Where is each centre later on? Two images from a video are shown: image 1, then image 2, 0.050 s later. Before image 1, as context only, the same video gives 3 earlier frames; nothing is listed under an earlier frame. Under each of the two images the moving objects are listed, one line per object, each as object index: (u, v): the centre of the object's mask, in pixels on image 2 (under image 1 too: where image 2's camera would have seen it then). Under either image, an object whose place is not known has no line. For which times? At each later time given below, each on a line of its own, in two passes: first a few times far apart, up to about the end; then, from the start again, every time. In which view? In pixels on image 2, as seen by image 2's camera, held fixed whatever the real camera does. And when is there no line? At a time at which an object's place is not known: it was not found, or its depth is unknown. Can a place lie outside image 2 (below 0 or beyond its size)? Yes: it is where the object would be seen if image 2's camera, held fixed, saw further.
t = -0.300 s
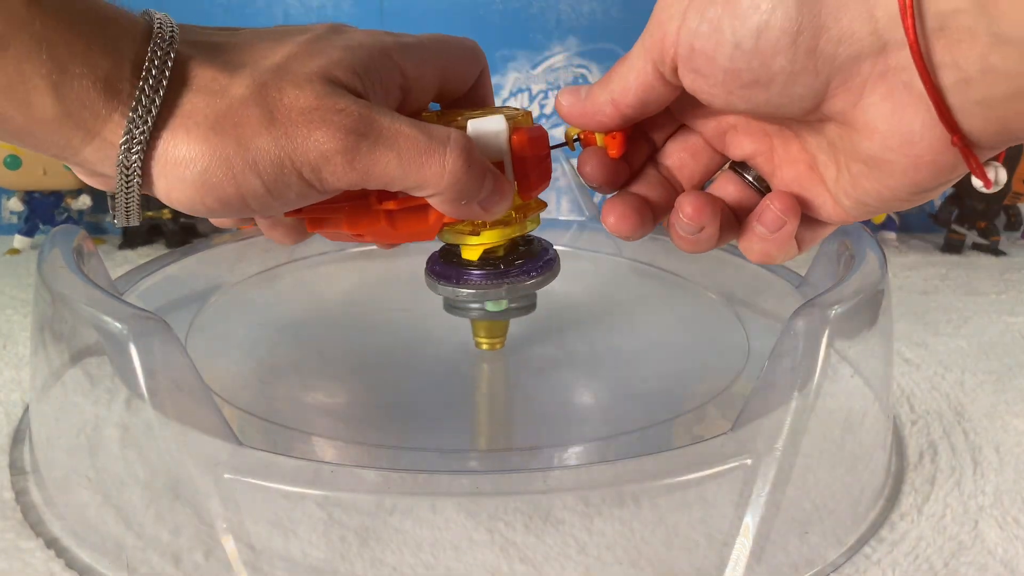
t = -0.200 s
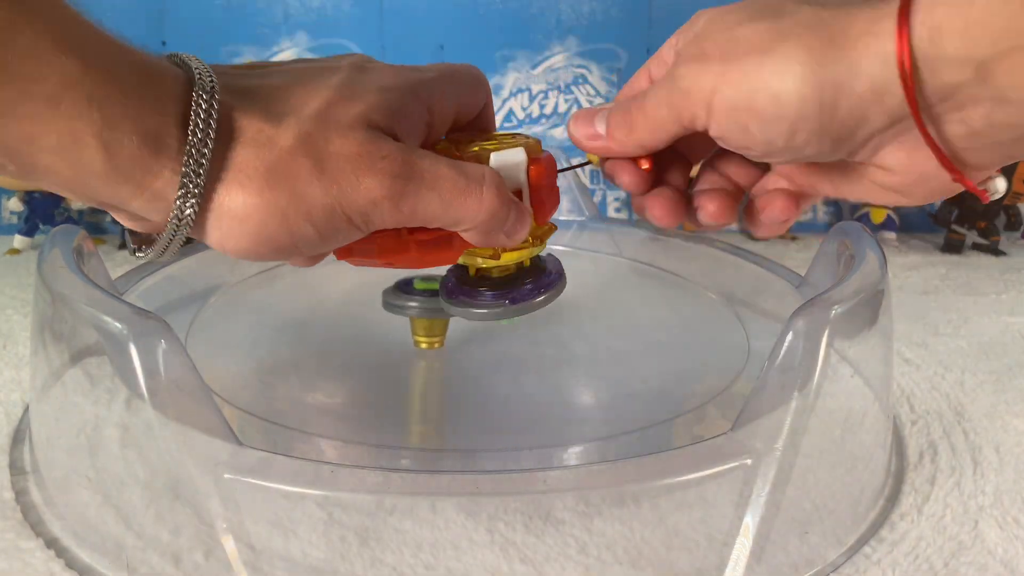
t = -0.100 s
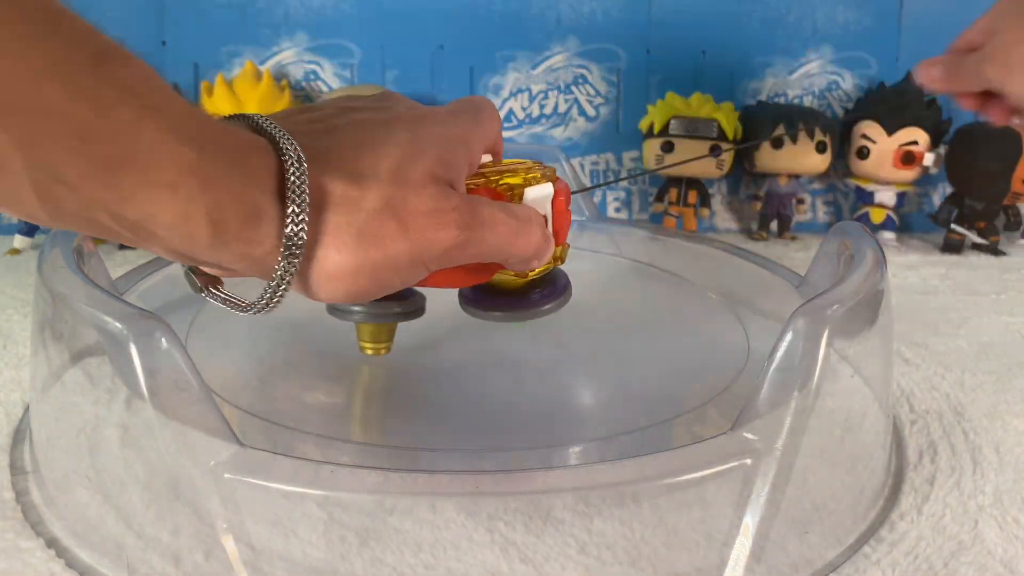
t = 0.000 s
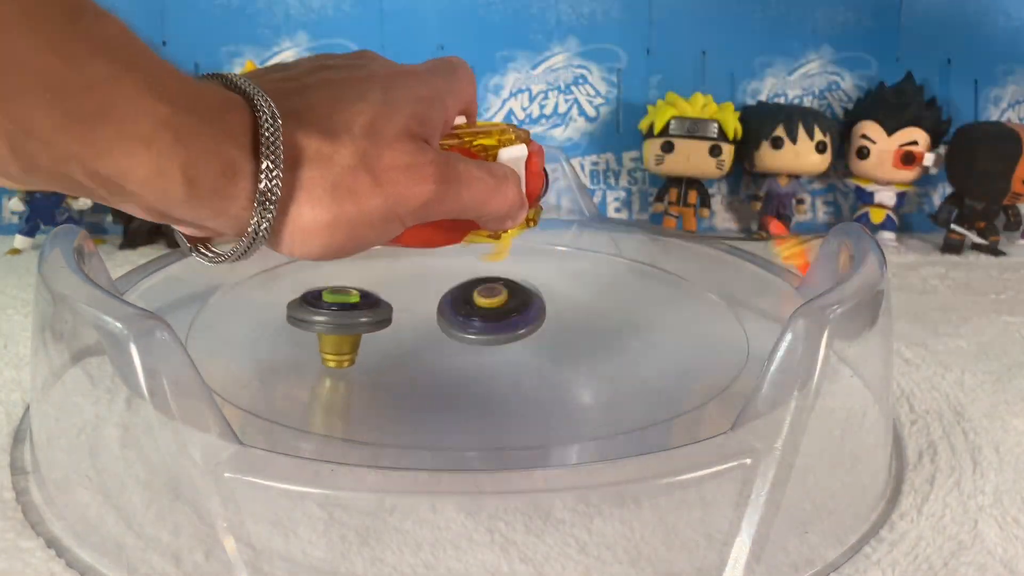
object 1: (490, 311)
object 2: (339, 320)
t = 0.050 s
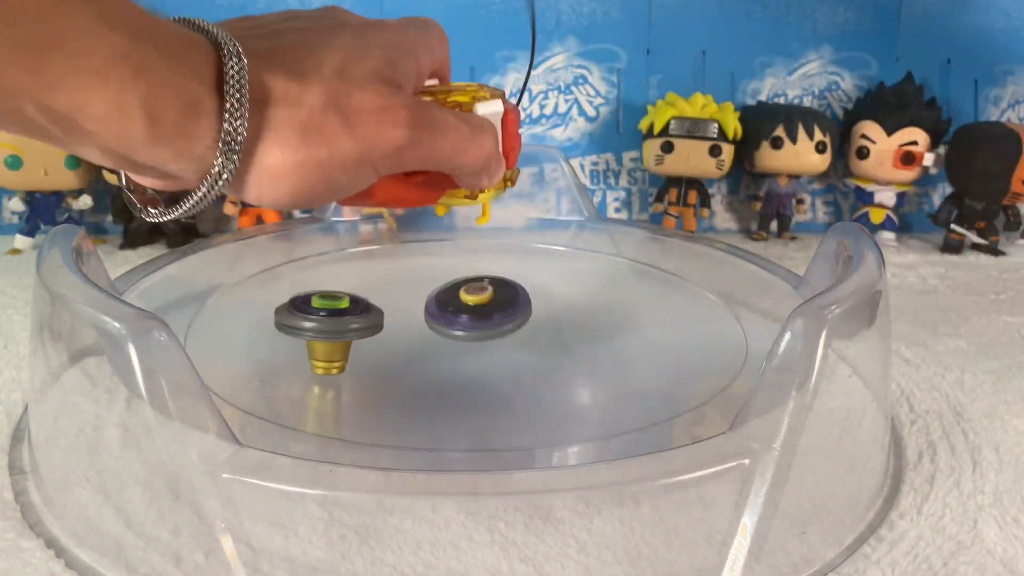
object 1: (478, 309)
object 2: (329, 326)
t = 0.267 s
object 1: (459, 312)
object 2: (377, 355)
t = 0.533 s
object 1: (498, 308)
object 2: (500, 345)
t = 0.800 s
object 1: (524, 259)
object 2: (485, 353)
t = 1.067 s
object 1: (458, 285)
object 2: (499, 339)
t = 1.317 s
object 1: (401, 307)
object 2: (513, 331)
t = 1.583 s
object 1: (343, 359)
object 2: (527, 304)
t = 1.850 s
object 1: (597, 373)
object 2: (407, 292)
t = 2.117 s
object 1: (712, 292)
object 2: (356, 335)
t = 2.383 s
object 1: (580, 283)
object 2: (531, 350)
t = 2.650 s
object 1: (455, 308)
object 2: (558, 284)
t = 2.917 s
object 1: (434, 347)
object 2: (393, 261)
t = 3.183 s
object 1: (501, 361)
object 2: (311, 321)
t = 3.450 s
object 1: (576, 335)
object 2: (511, 360)
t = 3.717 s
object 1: (503, 318)
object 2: (603, 312)
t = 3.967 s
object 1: (429, 327)
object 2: (495, 270)
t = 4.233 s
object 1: (409, 348)
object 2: (339, 296)
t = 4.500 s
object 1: (482, 355)
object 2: (370, 358)
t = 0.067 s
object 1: (474, 296)
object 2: (327, 329)
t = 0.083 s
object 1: (471, 290)
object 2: (327, 331)
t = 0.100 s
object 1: (466, 289)
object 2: (327, 333)
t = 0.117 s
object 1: (463, 294)
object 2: (329, 336)
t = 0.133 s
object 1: (460, 304)
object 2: (331, 338)
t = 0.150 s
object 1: (456, 320)
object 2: (333, 341)
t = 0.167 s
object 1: (455, 316)
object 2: (337, 344)
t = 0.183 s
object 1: (455, 303)
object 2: (342, 345)
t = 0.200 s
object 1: (456, 294)
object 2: (347, 348)
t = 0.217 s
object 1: (455, 290)
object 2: (354, 350)
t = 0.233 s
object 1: (456, 292)
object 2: (360, 352)
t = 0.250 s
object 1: (456, 300)
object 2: (368, 354)
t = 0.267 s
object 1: (459, 312)
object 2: (377, 355)
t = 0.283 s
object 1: (460, 311)
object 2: (386, 357)
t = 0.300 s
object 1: (461, 302)
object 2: (396, 357)
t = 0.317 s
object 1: (463, 298)
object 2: (406, 358)
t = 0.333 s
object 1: (466, 299)
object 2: (415, 358)
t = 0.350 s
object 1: (470, 304)
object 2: (425, 359)
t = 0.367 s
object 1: (477, 312)
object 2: (435, 359)
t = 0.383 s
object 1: (478, 310)
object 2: (444, 358)
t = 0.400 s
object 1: (479, 305)
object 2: (453, 357)
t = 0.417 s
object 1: (481, 305)
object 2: (461, 356)
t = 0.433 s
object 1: (485, 308)
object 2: (469, 355)
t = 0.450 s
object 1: (488, 313)
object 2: (477, 352)
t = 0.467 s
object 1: (491, 308)
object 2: (483, 348)
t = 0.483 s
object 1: (490, 306)
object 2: (489, 344)
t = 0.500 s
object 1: (493, 307)
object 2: (492, 343)
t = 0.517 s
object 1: (496, 307)
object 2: (496, 347)
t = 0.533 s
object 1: (498, 308)
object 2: (500, 345)
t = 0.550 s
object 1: (500, 306)
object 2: (504, 346)
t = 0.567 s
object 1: (504, 305)
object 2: (506, 334)
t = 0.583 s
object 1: (504, 304)
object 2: (508, 332)
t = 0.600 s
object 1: (508, 303)
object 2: (510, 331)
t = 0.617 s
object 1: (511, 300)
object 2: (512, 328)
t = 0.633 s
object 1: (513, 299)
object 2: (514, 326)
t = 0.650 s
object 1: (515, 298)
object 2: (515, 325)
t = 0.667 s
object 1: (516, 297)
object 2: (515, 323)
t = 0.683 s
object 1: (519, 293)
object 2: (515, 320)
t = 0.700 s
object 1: (522, 285)
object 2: (514, 315)
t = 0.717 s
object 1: (522, 281)
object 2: (505, 338)
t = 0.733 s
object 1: (523, 281)
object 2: (501, 345)
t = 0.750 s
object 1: (523, 273)
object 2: (497, 344)
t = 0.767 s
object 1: (524, 267)
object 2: (492, 349)
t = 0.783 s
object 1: (524, 264)
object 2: (489, 350)
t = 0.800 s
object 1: (524, 259)
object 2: (485, 353)
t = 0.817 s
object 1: (522, 256)
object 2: (482, 353)
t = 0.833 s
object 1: (520, 253)
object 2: (479, 354)
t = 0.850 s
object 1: (518, 252)
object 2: (477, 355)
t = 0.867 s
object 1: (514, 252)
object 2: (476, 355)
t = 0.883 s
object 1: (511, 252)
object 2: (476, 355)
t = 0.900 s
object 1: (506, 253)
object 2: (477, 354)
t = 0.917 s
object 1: (501, 255)
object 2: (478, 353)
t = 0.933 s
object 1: (496, 257)
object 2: (480, 353)
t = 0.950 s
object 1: (491, 259)
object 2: (483, 352)
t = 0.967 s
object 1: (486, 263)
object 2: (485, 350)
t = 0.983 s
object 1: (481, 266)
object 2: (488, 349)
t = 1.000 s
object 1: (476, 269)
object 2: (490, 347)
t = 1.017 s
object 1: (471, 273)
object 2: (493, 345)
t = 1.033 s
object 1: (467, 277)
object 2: (496, 343)
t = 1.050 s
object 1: (463, 281)
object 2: (497, 341)
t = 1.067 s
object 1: (458, 285)
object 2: (499, 339)
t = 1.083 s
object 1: (455, 287)
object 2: (499, 337)
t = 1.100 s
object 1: (451, 291)
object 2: (500, 335)
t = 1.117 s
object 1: (446, 295)
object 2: (500, 333)
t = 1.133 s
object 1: (442, 298)
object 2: (498, 330)
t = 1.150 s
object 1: (436, 303)
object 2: (496, 328)
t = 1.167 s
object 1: (434, 301)
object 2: (501, 330)
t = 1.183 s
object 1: (430, 301)
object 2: (506, 331)
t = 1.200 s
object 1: (425, 300)
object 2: (509, 332)
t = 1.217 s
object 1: (421, 301)
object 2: (512, 333)
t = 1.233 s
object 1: (415, 300)
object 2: (513, 333)
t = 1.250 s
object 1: (411, 300)
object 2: (514, 333)
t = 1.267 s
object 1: (408, 302)
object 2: (515, 333)
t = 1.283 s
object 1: (405, 303)
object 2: (515, 332)
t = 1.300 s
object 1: (403, 306)
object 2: (514, 332)
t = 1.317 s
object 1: (401, 307)
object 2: (513, 331)
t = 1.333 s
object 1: (399, 311)
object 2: (512, 329)
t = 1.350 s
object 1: (398, 314)
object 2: (509, 328)
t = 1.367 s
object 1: (397, 318)
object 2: (506, 326)
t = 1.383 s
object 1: (397, 322)
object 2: (503, 325)
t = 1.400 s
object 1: (398, 325)
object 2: (500, 323)
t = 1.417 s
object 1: (387, 327)
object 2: (508, 321)
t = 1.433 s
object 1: (378, 331)
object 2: (516, 320)
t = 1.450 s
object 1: (368, 333)
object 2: (522, 319)
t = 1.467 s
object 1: (360, 336)
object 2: (528, 316)
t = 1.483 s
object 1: (354, 338)
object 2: (532, 315)
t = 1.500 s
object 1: (348, 342)
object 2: (534, 313)
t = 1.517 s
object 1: (343, 345)
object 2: (535, 312)
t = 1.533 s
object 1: (341, 348)
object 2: (535, 310)
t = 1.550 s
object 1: (340, 351)
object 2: (534, 308)
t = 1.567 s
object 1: (340, 356)
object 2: (531, 306)
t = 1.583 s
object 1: (343, 359)
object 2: (527, 304)
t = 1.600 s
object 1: (347, 363)
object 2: (523, 302)
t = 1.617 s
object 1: (353, 367)
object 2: (518, 301)
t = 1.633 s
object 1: (361, 369)
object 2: (512, 299)
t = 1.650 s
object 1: (371, 373)
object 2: (505, 297)
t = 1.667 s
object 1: (382, 376)
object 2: (498, 296)
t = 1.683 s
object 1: (396, 379)
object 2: (491, 294)
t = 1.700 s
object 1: (412, 381)
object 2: (484, 293)
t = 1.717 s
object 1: (429, 383)
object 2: (475, 292)
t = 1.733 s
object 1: (448, 383)
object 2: (467, 292)
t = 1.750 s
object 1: (468, 384)
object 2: (459, 291)
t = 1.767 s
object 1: (489, 384)
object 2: (450, 290)
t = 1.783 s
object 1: (509, 384)
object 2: (441, 290)
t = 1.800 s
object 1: (531, 383)
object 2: (432, 291)
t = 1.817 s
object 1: (553, 380)
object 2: (424, 291)
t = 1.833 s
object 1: (575, 377)
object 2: (416, 291)
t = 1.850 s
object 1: (597, 373)
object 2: (407, 292)
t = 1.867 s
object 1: (620, 367)
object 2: (399, 293)
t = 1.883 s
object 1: (641, 361)
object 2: (392, 295)
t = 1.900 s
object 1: (660, 354)
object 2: (385, 296)
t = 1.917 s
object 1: (677, 347)
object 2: (378, 298)
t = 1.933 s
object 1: (692, 340)
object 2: (371, 300)
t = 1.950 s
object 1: (704, 333)
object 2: (366, 303)
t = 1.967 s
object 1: (712, 327)
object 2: (361, 305)
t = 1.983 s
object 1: (718, 321)
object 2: (356, 308)
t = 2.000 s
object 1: (723, 316)
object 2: (353, 311)
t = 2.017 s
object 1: (725, 311)
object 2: (351, 314)
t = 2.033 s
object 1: (725, 308)
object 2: (349, 317)
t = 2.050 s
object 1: (725, 303)
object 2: (348, 321)
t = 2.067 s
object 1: (723, 300)
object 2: (348, 325)
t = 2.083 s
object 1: (721, 297)
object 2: (350, 328)
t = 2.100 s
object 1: (717, 295)
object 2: (352, 331)
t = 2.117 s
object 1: (712, 292)
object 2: (356, 335)
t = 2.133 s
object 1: (708, 290)
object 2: (361, 339)
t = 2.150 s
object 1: (702, 288)
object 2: (367, 342)
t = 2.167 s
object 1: (696, 287)
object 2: (375, 344)
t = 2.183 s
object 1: (689, 285)
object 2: (383, 347)
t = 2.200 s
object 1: (682, 284)
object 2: (394, 351)
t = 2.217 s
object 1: (675, 283)
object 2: (405, 353)
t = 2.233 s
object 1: (666, 282)
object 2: (417, 354)
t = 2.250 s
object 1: (658, 282)
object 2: (429, 356)
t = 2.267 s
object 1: (649, 281)
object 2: (442, 357)
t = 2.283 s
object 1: (640, 281)
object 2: (456, 357)
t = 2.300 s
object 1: (630, 281)
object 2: (469, 357)
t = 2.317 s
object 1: (620, 281)
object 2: (482, 357)
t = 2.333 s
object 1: (610, 282)
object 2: (496, 356)
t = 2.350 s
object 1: (600, 282)
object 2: (508, 354)
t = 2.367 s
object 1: (589, 282)
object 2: (520, 352)
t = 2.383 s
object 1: (580, 283)
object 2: (531, 350)
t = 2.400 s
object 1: (570, 284)
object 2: (542, 347)
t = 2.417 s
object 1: (560, 284)
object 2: (552, 344)
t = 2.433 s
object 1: (551, 284)
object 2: (560, 340)
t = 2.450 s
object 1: (541, 285)
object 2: (568, 337)
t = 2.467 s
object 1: (530, 285)
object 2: (574, 332)
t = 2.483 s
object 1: (521, 288)
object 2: (579, 328)
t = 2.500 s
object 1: (511, 289)
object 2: (581, 323)
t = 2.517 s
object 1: (504, 292)
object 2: (584, 319)
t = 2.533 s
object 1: (497, 293)
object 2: (585, 314)
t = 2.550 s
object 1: (491, 295)
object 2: (584, 309)
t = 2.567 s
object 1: (484, 297)
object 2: (582, 305)
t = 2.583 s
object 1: (478, 299)
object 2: (579, 300)
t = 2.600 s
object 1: (472, 301)
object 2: (576, 296)
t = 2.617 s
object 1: (466, 303)
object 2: (570, 292)
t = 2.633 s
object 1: (461, 305)
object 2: (565, 288)
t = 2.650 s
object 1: (455, 308)
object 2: (558, 284)
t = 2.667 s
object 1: (451, 310)
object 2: (551, 280)
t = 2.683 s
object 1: (447, 312)
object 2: (542, 277)
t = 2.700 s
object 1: (443, 315)
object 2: (534, 274)
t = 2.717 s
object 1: (439, 318)
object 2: (525, 271)
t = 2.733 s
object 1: (437, 320)
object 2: (515, 269)
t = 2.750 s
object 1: (435, 323)
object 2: (505, 266)
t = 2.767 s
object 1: (432, 325)
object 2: (495, 264)
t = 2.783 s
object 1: (430, 328)
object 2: (484, 263)
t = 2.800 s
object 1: (429, 330)
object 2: (472, 262)
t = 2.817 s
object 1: (429, 333)
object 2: (462, 260)
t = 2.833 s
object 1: (429, 335)
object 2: (450, 260)
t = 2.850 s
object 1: (429, 337)
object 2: (439, 259)
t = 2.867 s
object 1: (429, 340)
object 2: (427, 259)
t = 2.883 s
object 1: (430, 342)
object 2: (416, 259)
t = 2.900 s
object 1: (432, 344)
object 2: (405, 260)
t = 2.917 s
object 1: (434, 347)
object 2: (393, 261)
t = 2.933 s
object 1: (436, 348)
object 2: (383, 262)
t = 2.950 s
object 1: (438, 350)
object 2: (372, 264)
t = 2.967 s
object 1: (442, 352)
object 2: (362, 266)
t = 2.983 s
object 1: (445, 354)
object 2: (352, 269)
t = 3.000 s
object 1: (449, 355)
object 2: (344, 272)
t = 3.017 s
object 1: (452, 357)
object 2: (335, 275)
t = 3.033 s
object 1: (456, 358)
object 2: (328, 278)
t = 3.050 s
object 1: (462, 359)
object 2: (322, 282)
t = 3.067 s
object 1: (466, 360)
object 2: (316, 286)
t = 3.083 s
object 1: (471, 361)
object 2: (312, 291)
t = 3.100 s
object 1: (475, 361)
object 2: (308, 296)
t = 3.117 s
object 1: (480, 362)
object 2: (306, 300)
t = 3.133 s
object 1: (486, 362)
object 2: (305, 305)
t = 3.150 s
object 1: (491, 362)
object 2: (305, 311)
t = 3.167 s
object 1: (496, 362)
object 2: (308, 316)
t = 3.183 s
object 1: (501, 361)
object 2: (311, 321)
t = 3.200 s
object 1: (505, 361)
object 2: (316, 326)
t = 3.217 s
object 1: (511, 361)
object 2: (322, 331)
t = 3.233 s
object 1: (515, 360)
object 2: (331, 336)
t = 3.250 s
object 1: (519, 359)
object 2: (341, 340)
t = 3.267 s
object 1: (522, 359)
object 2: (351, 345)
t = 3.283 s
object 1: (526, 358)
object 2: (365, 349)
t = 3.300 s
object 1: (530, 357)
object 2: (379, 352)
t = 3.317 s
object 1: (533, 356)
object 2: (394, 355)
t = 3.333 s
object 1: (536, 355)
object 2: (409, 358)
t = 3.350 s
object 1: (538, 353)
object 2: (426, 359)
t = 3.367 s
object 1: (544, 352)
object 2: (442, 360)
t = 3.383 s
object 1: (551, 350)
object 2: (459, 361)
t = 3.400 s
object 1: (559, 347)
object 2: (476, 360)
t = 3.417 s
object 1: (567, 344)
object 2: (488, 359)
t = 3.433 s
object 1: (572, 339)
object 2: (499, 360)
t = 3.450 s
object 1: (576, 335)
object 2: (511, 360)
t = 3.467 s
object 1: (577, 330)
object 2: (521, 359)
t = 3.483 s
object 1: (577, 326)
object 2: (531, 358)
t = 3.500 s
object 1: (574, 320)
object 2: (541, 355)
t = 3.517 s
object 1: (574, 315)
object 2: (550, 352)
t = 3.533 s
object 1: (552, 314)
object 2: (559, 349)
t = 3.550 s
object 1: (531, 317)
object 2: (567, 346)
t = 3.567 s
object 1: (519, 323)
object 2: (575, 344)
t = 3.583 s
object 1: (521, 321)
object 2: (583, 341)
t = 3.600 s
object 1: (520, 321)
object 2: (589, 338)
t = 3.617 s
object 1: (520, 320)
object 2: (595, 335)
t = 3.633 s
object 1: (519, 321)
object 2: (599, 331)
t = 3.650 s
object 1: (516, 321)
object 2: (601, 327)
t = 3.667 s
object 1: (514, 320)
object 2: (604, 324)
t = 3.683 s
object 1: (510, 319)
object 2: (604, 320)
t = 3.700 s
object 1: (507, 318)
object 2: (604, 316)
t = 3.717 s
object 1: (503, 318)
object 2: (603, 312)
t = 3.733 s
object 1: (497, 318)
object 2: (601, 308)
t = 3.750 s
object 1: (492, 318)
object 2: (598, 304)
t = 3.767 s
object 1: (486, 318)
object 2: (594, 301)
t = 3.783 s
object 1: (480, 318)
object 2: (589, 297)
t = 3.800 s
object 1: (475, 319)
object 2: (584, 293)
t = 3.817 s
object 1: (470, 319)
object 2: (577, 290)
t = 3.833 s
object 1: (464, 320)
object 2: (570, 287)
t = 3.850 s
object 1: (460, 321)
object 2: (563, 284)
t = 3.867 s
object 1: (455, 321)
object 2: (554, 281)
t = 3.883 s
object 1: (450, 322)
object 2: (546, 278)
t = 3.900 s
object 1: (445, 323)
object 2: (536, 276)
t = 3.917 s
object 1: (441, 324)
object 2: (526, 274)
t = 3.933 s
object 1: (437, 325)
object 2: (516, 273)
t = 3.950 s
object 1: (433, 326)
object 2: (506, 271)
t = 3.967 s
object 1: (429, 327)
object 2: (495, 270)
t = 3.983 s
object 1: (426, 328)
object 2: (484, 270)
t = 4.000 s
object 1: (422, 330)
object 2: (473, 269)
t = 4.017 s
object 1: (419, 331)
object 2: (462, 269)
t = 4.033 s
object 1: (417, 333)
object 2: (451, 269)
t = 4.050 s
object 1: (415, 334)
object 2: (440, 269)
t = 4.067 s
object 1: (413, 335)
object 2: (429, 269)
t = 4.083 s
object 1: (411, 337)
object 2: (418, 271)
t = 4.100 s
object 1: (409, 338)
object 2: (407, 272)
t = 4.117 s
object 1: (408, 339)
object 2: (397, 274)
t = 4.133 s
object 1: (407, 341)
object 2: (387, 276)
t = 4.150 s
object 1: (406, 342)
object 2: (378, 278)
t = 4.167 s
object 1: (407, 344)
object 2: (369, 281)
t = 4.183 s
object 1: (407, 345)
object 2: (360, 285)
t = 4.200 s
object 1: (407, 346)
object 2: (352, 288)
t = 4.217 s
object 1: (408, 347)
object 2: (345, 292)
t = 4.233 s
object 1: (409, 348)
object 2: (339, 296)
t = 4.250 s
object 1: (410, 349)
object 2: (334, 300)
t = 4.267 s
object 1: (411, 351)
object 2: (330, 304)
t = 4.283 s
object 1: (413, 352)
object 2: (326, 308)
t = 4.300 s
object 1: (415, 353)
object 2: (325, 313)
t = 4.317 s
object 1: (418, 354)
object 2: (325, 317)
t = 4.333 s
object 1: (421, 354)
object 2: (325, 322)
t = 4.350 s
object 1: (424, 355)
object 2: (328, 327)
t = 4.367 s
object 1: (427, 356)
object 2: (331, 331)
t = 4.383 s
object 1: (431, 356)
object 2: (335, 336)
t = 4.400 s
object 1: (437, 357)
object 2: (340, 340)
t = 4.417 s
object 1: (445, 355)
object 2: (341, 343)
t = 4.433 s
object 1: (453, 357)
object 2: (343, 346)
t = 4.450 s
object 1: (460, 355)
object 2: (348, 350)
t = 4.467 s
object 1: (468, 356)
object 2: (354, 353)
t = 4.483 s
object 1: (475, 356)
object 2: (360, 356)
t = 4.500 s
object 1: (482, 355)
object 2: (370, 358)
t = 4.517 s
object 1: (488, 354)
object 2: (380, 360)
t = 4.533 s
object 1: (494, 353)
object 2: (391, 363)
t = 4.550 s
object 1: (500, 351)
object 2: (405, 364)
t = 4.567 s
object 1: (507, 350)
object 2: (419, 365)
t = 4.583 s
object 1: (511, 348)
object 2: (432, 366)
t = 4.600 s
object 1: (515, 345)
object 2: (447, 367)
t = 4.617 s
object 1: (519, 338)
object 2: (462, 367)
